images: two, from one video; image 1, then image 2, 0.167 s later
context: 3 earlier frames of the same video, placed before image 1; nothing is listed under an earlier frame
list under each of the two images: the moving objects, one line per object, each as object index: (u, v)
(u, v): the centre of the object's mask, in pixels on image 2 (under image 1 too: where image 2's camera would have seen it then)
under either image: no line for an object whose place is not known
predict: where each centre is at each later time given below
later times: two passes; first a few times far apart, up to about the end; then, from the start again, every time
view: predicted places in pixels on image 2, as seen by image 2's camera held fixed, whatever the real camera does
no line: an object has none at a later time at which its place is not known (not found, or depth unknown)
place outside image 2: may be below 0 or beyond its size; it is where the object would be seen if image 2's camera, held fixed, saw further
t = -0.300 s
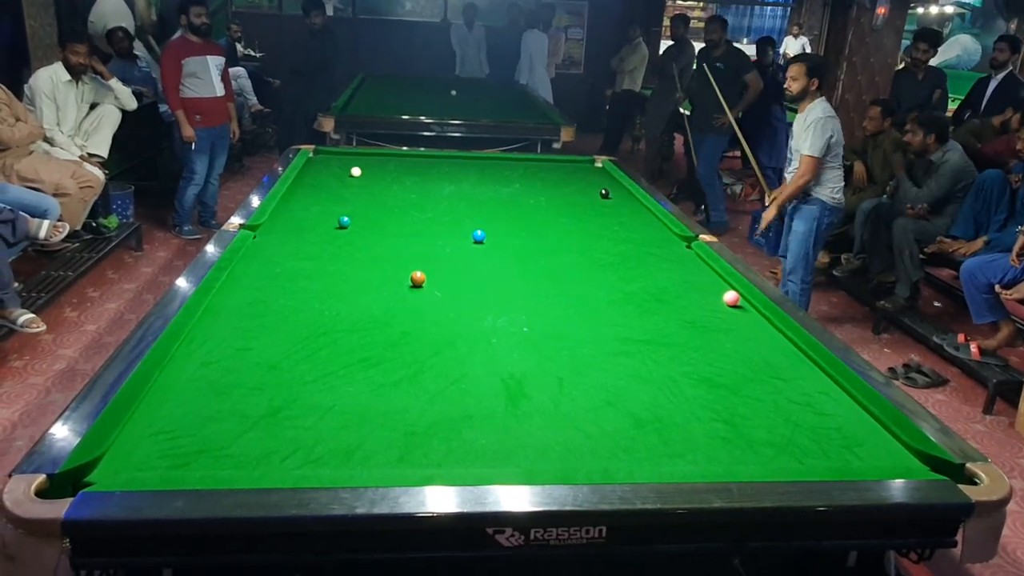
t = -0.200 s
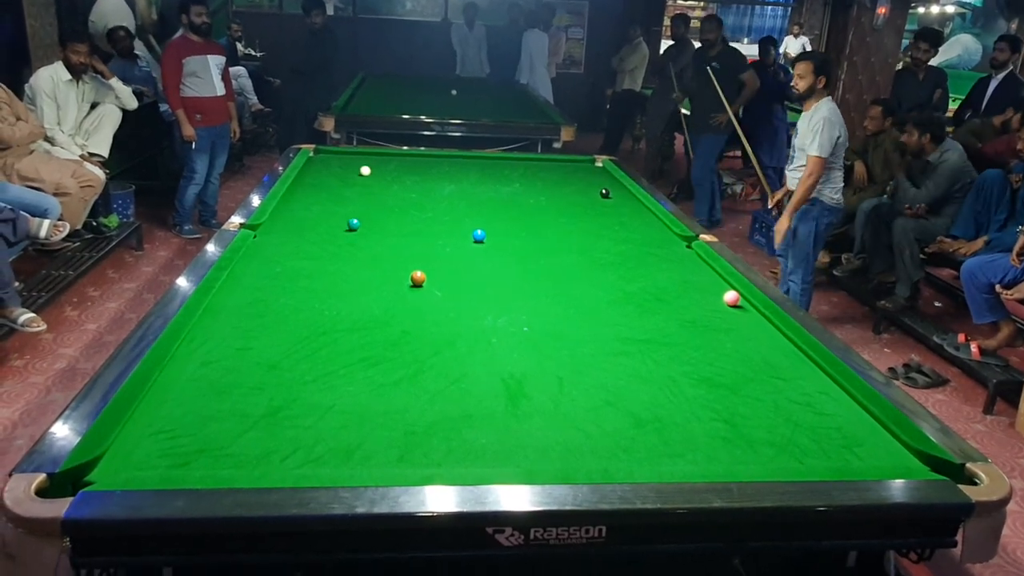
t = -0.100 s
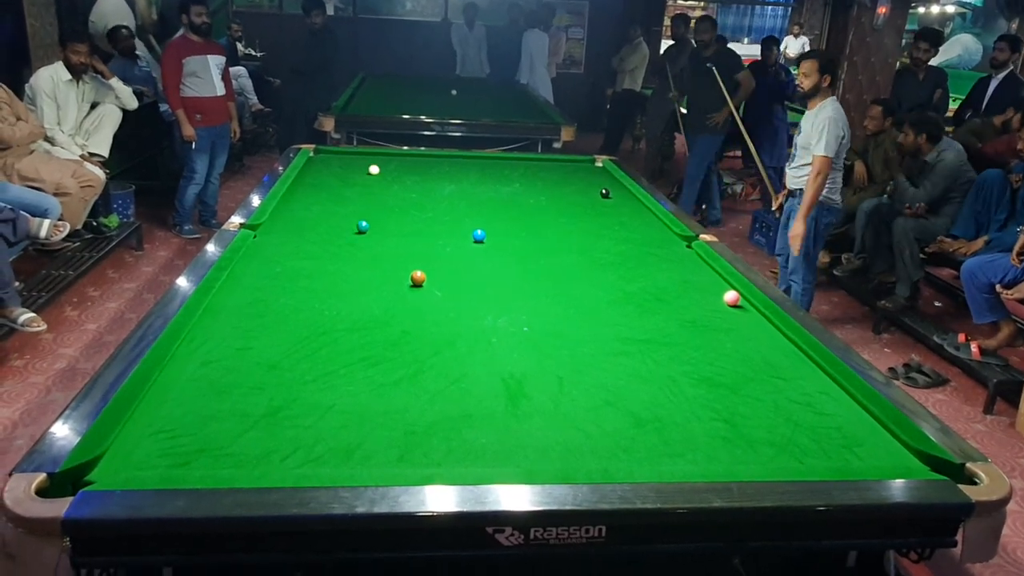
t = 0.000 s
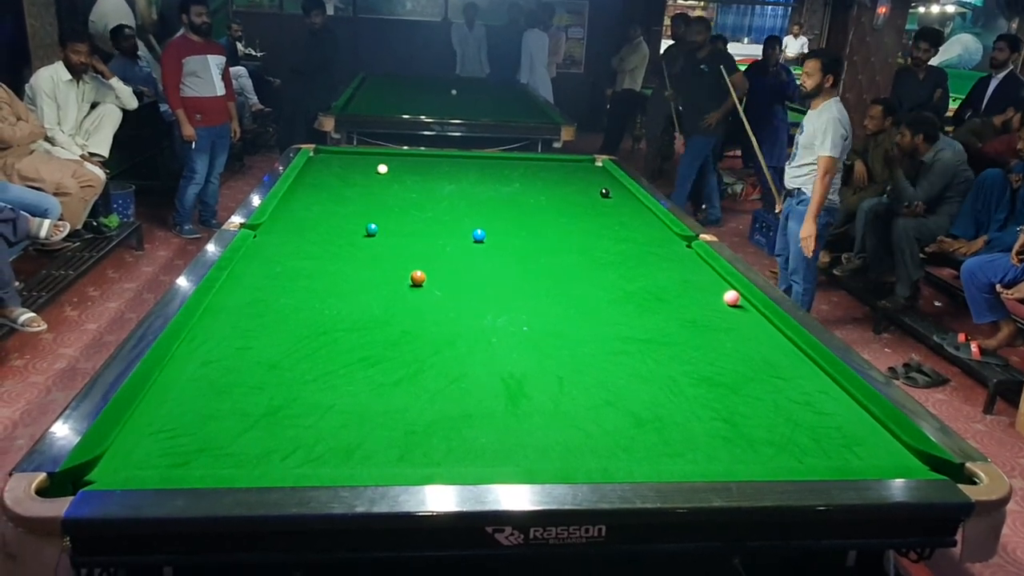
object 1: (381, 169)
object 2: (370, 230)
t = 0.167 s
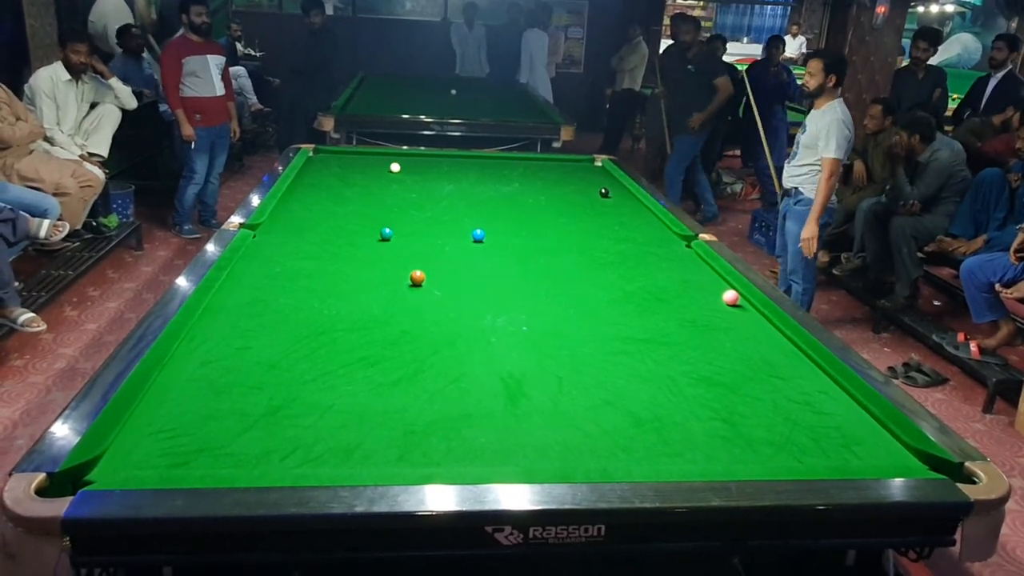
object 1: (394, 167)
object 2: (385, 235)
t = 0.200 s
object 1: (397, 167)
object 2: (389, 236)
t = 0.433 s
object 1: (414, 165)
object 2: (410, 241)
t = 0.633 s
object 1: (428, 165)
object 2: (429, 247)
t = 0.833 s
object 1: (440, 163)
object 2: (447, 252)
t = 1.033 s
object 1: (453, 163)
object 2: (465, 257)
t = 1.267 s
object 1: (465, 161)
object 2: (487, 264)
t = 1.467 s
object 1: (476, 160)
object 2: (504, 269)
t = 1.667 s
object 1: (486, 159)
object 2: (523, 274)
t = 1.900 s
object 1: (496, 158)
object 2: (543, 279)
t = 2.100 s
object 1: (505, 158)
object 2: (561, 284)
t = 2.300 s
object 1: (512, 158)
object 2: (577, 289)
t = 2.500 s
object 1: (518, 158)
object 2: (594, 293)
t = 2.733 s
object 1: (525, 159)
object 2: (612, 299)
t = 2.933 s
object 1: (530, 160)
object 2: (627, 303)
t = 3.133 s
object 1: (535, 161)
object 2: (642, 307)
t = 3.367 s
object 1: (540, 161)
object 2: (658, 311)
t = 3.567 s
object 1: (543, 162)
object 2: (670, 315)
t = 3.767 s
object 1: (546, 161)
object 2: (682, 319)
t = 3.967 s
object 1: (548, 162)
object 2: (693, 322)
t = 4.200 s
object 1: (550, 162)
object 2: (705, 326)
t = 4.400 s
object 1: (551, 162)
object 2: (714, 328)
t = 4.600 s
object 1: (551, 162)
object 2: (722, 330)
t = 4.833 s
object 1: (551, 162)
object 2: (729, 333)
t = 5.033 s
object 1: (551, 162)
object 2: (735, 335)
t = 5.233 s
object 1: (551, 162)
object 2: (740, 336)
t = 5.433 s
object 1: (551, 162)
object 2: (744, 337)
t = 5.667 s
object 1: (551, 162)
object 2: (747, 338)
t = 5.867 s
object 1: (551, 162)
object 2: (748, 339)
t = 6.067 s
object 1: (551, 162)
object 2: (747, 339)
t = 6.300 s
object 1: (551, 162)
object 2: (747, 339)
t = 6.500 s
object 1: (551, 162)
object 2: (748, 339)
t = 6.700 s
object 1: (552, 162)
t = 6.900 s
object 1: (552, 162)
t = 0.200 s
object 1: (397, 167)
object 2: (389, 236)
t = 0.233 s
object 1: (399, 167)
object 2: (392, 236)
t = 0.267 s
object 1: (402, 167)
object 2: (395, 237)
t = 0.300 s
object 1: (404, 166)
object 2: (398, 238)
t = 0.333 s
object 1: (407, 166)
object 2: (401, 239)
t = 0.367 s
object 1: (410, 166)
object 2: (404, 240)
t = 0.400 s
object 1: (412, 166)
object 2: (407, 240)
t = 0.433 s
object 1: (414, 165)
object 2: (410, 241)
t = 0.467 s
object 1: (417, 165)
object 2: (413, 242)
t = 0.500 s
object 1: (419, 165)
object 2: (416, 243)
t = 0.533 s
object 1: (421, 165)
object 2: (419, 244)
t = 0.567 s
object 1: (423, 165)
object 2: (423, 245)
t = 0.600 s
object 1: (426, 165)
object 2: (426, 246)
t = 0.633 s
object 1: (428, 165)
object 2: (429, 247)
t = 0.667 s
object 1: (430, 164)
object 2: (432, 248)
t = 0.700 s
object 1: (432, 164)
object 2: (435, 249)
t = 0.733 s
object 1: (434, 164)
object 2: (438, 250)
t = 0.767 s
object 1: (436, 164)
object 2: (441, 251)
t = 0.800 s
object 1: (439, 164)
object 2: (444, 251)
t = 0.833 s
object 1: (440, 163)
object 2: (447, 252)
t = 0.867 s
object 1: (442, 163)
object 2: (450, 253)
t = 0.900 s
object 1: (445, 163)
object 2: (453, 254)
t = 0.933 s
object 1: (446, 163)
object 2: (456, 255)
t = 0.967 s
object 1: (448, 163)
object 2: (459, 255)
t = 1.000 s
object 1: (450, 163)
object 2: (462, 257)
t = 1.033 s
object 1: (453, 163)
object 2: (465, 257)
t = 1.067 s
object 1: (454, 162)
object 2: (468, 258)
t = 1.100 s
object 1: (456, 162)
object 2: (472, 259)
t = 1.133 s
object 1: (458, 162)
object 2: (474, 260)
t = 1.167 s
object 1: (460, 162)
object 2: (477, 261)
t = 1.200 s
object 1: (462, 162)
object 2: (480, 262)
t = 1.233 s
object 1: (464, 162)
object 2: (483, 263)
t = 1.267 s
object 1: (465, 161)
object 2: (487, 264)
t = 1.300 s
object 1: (467, 161)
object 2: (489, 265)
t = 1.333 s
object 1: (469, 161)
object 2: (493, 265)
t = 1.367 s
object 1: (471, 160)
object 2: (495, 266)
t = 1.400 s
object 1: (473, 160)
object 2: (498, 267)
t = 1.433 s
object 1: (474, 160)
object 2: (502, 268)
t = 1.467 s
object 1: (476, 160)
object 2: (504, 269)
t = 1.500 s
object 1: (478, 160)
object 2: (507, 269)
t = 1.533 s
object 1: (480, 160)
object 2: (511, 270)
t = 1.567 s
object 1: (481, 160)
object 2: (514, 271)
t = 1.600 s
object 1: (483, 160)
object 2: (517, 272)
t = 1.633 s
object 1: (484, 159)
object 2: (520, 273)
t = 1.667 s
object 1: (486, 159)
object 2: (523, 274)
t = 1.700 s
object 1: (487, 159)
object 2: (526, 274)
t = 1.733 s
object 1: (489, 159)
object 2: (528, 275)
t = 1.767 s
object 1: (490, 159)
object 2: (531, 276)
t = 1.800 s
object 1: (492, 159)
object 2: (535, 277)
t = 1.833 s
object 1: (493, 159)
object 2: (537, 278)
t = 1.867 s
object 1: (495, 158)
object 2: (540, 279)
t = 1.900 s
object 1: (496, 158)
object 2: (543, 279)
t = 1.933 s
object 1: (498, 158)
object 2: (546, 280)
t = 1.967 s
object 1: (499, 158)
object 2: (549, 281)
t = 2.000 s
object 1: (501, 158)
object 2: (552, 282)
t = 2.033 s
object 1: (502, 158)
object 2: (555, 283)
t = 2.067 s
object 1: (503, 158)
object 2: (558, 283)
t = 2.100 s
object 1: (505, 158)
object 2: (561, 284)
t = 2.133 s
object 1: (506, 158)
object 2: (564, 285)
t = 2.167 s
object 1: (507, 157)
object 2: (566, 286)
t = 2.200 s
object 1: (509, 158)
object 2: (569, 287)
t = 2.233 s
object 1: (510, 158)
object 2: (572, 287)
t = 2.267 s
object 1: (511, 158)
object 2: (575, 288)
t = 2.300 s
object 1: (512, 158)
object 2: (577, 289)
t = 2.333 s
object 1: (513, 158)
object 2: (580, 290)
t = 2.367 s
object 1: (514, 158)
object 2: (583, 290)
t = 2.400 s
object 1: (515, 158)
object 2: (586, 291)
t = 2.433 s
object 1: (516, 158)
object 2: (589, 292)
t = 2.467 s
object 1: (517, 158)
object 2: (591, 293)
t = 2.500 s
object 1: (518, 158)
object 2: (594, 293)
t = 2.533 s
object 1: (519, 159)
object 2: (596, 294)
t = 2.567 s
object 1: (520, 159)
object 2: (599, 295)
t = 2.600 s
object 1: (521, 159)
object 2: (602, 296)
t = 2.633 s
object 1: (522, 159)
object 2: (604, 297)
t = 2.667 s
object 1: (523, 159)
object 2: (607, 297)
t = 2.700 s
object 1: (524, 159)
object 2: (610, 298)
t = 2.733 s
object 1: (525, 159)
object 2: (612, 299)
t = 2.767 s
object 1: (526, 159)
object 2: (615, 299)
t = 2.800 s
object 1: (527, 160)
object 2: (617, 300)
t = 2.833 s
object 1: (528, 160)
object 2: (620, 301)
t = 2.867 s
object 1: (528, 160)
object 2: (622, 302)
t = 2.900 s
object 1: (530, 160)
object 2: (625, 302)
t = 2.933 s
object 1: (530, 160)
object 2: (627, 303)
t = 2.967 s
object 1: (531, 160)
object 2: (630, 304)
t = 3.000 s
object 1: (532, 160)
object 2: (632, 304)
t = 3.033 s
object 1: (533, 160)
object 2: (635, 305)
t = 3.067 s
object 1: (533, 160)
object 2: (637, 306)
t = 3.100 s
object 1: (534, 161)
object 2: (639, 307)
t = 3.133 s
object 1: (535, 161)
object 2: (642, 307)
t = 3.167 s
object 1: (536, 161)
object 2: (644, 308)
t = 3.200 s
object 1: (536, 161)
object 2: (646, 308)
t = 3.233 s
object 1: (537, 161)
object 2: (649, 309)
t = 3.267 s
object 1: (538, 161)
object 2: (651, 310)
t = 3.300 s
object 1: (538, 161)
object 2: (653, 310)
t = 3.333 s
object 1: (539, 161)
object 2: (655, 311)
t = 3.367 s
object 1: (540, 161)
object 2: (658, 311)
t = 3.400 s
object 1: (540, 161)
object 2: (660, 312)
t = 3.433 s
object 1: (541, 161)
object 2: (662, 313)
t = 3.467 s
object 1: (541, 161)
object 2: (664, 314)
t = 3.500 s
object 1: (542, 161)
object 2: (666, 314)
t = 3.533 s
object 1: (542, 161)
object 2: (668, 315)
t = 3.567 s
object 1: (543, 162)
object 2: (670, 315)
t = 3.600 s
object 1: (543, 161)
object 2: (672, 316)
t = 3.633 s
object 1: (544, 161)
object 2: (674, 317)
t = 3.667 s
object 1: (545, 161)
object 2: (676, 317)
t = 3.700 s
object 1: (545, 161)
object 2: (678, 318)
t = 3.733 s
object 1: (545, 161)
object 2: (680, 318)
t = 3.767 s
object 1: (546, 161)
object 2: (682, 319)
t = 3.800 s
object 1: (546, 162)
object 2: (684, 319)
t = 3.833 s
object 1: (547, 162)
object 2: (686, 320)
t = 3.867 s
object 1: (547, 162)
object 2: (688, 321)
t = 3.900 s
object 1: (547, 161)
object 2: (690, 321)
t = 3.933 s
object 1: (548, 162)
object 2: (692, 321)
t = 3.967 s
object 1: (548, 162)
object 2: (693, 322)
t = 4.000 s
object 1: (548, 162)
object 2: (695, 323)
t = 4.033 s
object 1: (549, 162)
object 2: (697, 323)
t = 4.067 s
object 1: (549, 162)
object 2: (698, 324)
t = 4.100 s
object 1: (549, 162)
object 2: (700, 324)
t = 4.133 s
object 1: (549, 162)
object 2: (702, 325)
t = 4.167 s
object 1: (550, 162)
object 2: (704, 325)
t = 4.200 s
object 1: (550, 162)
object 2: (705, 326)
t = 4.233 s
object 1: (550, 162)
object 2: (706, 326)
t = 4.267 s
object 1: (551, 162)
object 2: (708, 326)
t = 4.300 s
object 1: (551, 162)
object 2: (710, 327)
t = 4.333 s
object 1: (551, 162)
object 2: (711, 327)
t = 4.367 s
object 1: (551, 162)
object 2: (712, 328)
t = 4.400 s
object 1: (551, 162)
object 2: (714, 328)
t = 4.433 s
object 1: (551, 162)
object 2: (715, 328)
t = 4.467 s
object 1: (551, 162)
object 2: (717, 329)
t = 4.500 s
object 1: (551, 162)
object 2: (718, 330)
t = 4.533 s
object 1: (551, 162)
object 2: (719, 330)
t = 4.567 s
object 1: (551, 162)
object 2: (720, 330)
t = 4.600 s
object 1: (551, 162)
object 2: (722, 330)
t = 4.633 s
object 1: (551, 162)
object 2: (723, 331)
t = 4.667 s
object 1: (551, 162)
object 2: (724, 331)
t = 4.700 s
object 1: (551, 162)
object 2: (725, 332)
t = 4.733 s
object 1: (551, 162)
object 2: (726, 332)
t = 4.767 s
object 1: (551, 162)
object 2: (727, 332)
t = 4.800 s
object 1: (551, 162)
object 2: (728, 333)
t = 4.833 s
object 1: (551, 162)
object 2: (729, 333)
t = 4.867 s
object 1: (551, 162)
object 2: (731, 334)
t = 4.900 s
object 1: (551, 162)
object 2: (732, 334)
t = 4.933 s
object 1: (551, 162)
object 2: (733, 334)
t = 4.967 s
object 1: (551, 162)
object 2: (733, 334)
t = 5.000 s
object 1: (551, 162)
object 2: (734, 335)
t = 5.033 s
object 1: (551, 162)
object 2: (735, 335)
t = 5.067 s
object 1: (551, 162)
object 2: (736, 335)
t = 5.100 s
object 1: (551, 162)
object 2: (737, 335)
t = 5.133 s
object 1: (551, 162)
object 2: (738, 336)
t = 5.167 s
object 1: (551, 162)
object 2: (738, 336)
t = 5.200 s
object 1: (551, 162)
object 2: (739, 336)
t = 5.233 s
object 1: (551, 162)
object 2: (740, 336)
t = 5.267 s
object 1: (551, 162)
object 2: (740, 337)
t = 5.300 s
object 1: (551, 162)
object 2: (741, 337)
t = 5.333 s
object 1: (551, 162)
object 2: (742, 337)
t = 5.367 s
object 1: (551, 162)
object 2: (743, 337)
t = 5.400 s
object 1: (551, 162)
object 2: (743, 337)
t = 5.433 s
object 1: (551, 162)
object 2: (744, 337)
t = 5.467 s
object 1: (551, 162)
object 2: (745, 338)
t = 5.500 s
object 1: (551, 162)
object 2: (745, 338)
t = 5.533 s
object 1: (551, 162)
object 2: (745, 338)
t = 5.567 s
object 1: (551, 162)
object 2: (746, 338)
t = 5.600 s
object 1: (551, 162)
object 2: (747, 338)
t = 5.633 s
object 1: (551, 162)
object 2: (747, 338)
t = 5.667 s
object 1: (551, 162)
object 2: (747, 338)
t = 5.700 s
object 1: (551, 162)
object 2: (748, 338)
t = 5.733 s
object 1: (551, 162)
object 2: (748, 339)
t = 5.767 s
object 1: (551, 162)
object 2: (748, 339)
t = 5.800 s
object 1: (551, 162)
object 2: (748, 338)
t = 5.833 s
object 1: (551, 162)
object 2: (748, 339)
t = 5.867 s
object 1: (551, 162)
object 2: (748, 339)
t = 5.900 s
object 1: (551, 162)
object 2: (748, 339)
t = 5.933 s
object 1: (551, 162)
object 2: (748, 339)
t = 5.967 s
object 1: (551, 162)
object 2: (748, 339)
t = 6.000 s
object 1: (551, 162)
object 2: (748, 339)
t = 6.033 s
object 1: (551, 162)
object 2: (748, 339)
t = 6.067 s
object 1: (551, 162)
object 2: (747, 339)
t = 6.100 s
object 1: (551, 162)
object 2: (747, 339)
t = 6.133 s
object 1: (551, 162)
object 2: (747, 339)
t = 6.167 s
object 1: (551, 162)
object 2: (747, 339)
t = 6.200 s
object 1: (551, 162)
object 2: (747, 339)
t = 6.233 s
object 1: (551, 162)
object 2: (747, 339)
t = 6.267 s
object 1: (551, 162)
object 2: (747, 339)
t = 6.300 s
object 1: (551, 162)
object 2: (747, 339)
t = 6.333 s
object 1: (551, 162)
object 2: (747, 339)
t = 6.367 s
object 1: (551, 162)
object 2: (747, 339)
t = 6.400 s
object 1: (551, 162)
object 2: (747, 339)
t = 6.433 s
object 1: (551, 162)
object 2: (747, 339)
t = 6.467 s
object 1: (552, 162)
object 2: (747, 339)
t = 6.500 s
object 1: (551, 162)
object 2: (748, 339)
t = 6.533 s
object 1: (552, 162)
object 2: (748, 339)
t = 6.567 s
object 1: (552, 162)
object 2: (748, 338)
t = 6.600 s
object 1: (552, 162)
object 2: (748, 338)
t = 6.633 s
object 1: (552, 162)
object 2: (748, 338)
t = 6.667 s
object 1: (552, 162)
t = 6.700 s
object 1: (552, 162)
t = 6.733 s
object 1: (552, 162)
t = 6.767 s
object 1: (552, 162)
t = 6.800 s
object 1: (553, 162)
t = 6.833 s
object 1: (552, 162)
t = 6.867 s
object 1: (552, 162)
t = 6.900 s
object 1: (552, 162)
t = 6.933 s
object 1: (552, 162)
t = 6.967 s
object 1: (552, 162)
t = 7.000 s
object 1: (552, 162)
